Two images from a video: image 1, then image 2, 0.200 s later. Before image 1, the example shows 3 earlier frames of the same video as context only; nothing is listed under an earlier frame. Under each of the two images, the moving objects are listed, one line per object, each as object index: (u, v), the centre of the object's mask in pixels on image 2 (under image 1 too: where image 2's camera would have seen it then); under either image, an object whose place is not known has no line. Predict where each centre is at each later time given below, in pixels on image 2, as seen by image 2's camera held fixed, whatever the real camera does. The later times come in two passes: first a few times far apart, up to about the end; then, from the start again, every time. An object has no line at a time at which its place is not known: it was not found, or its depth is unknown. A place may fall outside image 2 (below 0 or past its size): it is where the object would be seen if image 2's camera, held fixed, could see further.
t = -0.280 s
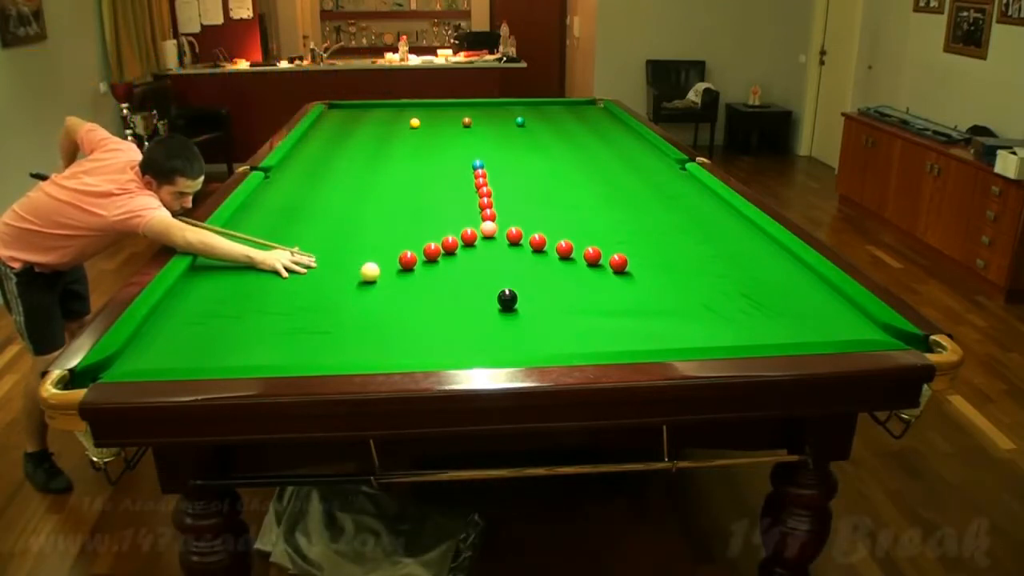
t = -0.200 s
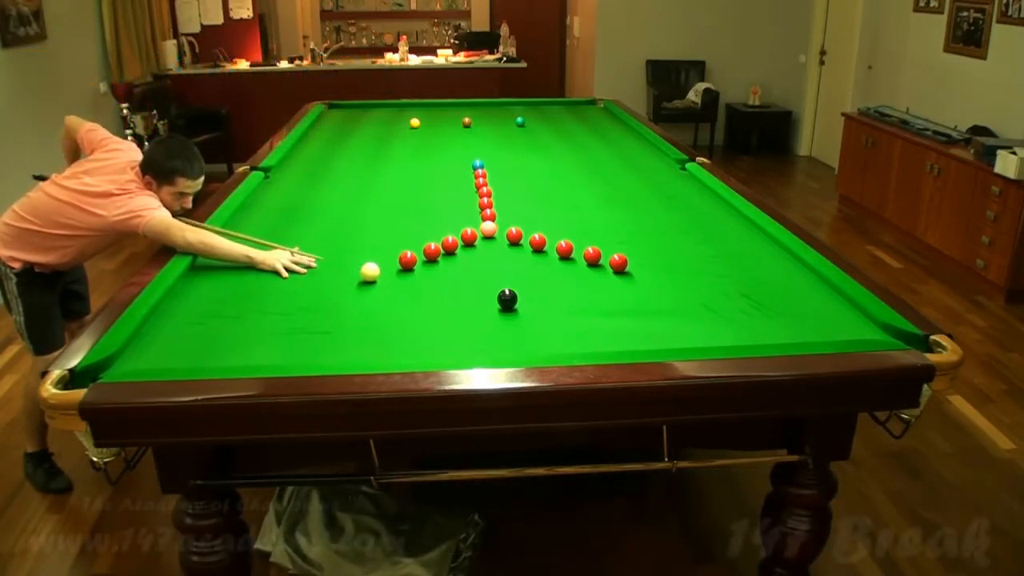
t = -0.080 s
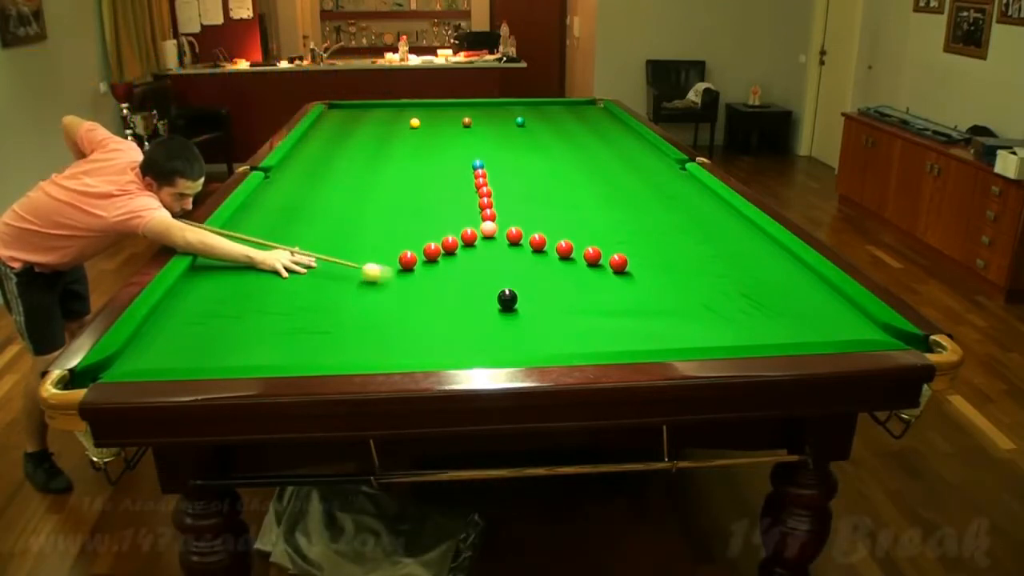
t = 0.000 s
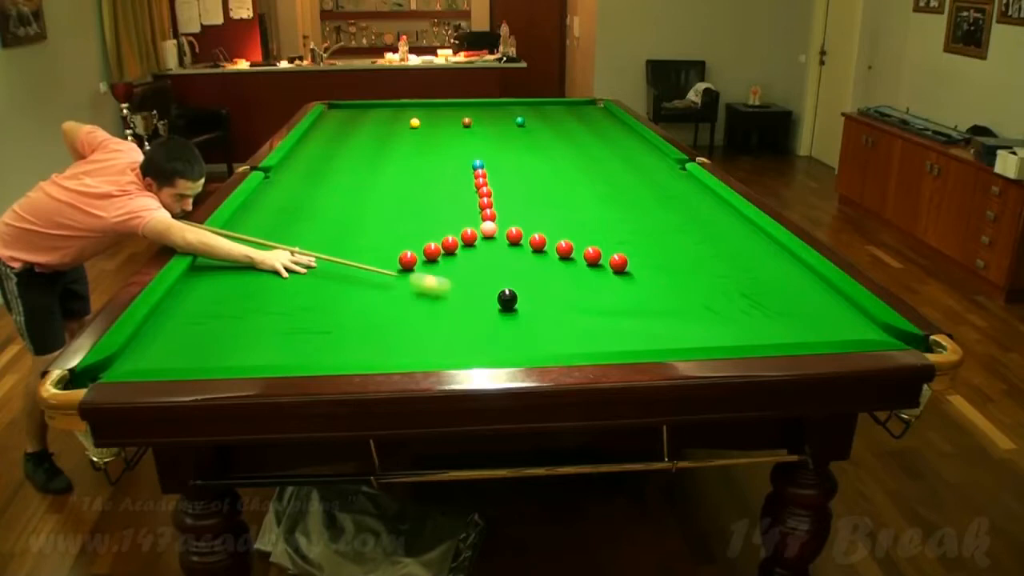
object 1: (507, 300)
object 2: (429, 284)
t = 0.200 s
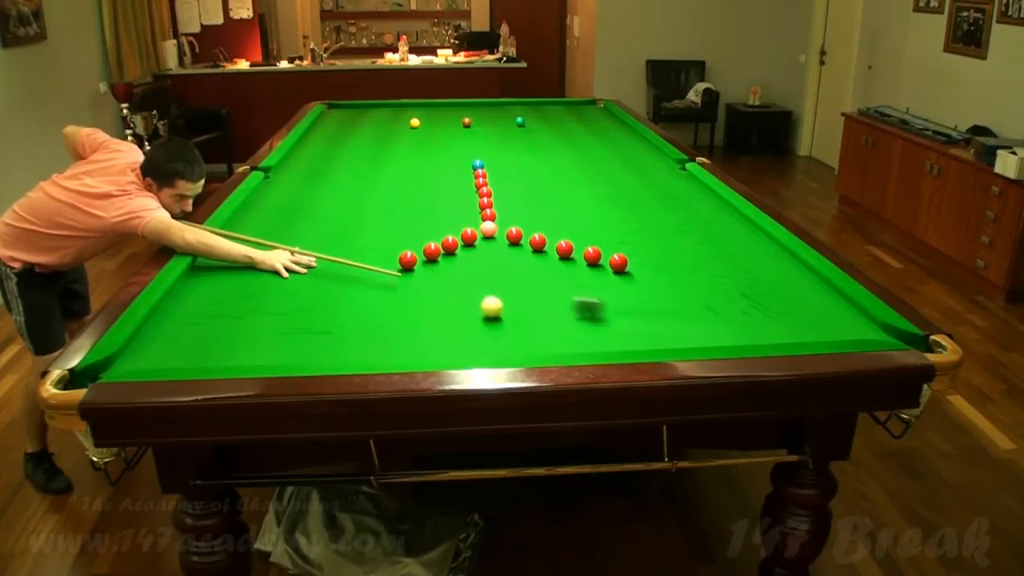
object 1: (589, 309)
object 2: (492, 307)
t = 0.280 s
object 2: (502, 315)
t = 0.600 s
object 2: (553, 344)
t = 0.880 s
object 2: (589, 332)
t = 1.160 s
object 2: (617, 313)
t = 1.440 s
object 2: (643, 296)
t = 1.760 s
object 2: (667, 281)
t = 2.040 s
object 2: (685, 269)
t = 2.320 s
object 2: (701, 259)
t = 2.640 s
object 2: (717, 249)
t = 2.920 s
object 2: (729, 242)
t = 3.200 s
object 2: (738, 236)
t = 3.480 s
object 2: (747, 230)
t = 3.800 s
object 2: (749, 226)
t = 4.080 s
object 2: (738, 223)
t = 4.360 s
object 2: (731, 220)
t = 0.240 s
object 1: (612, 311)
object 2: (496, 310)
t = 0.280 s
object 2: (502, 315)
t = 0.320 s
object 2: (508, 319)
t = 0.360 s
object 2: (514, 323)
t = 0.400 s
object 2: (520, 327)
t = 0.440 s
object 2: (527, 331)
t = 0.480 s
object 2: (533, 335)
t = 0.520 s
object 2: (540, 339)
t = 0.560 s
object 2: (546, 342)
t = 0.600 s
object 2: (553, 344)
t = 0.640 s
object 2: (559, 347)
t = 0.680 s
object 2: (565, 344)
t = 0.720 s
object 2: (570, 343)
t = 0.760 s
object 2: (575, 341)
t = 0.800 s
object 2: (579, 338)
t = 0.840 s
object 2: (584, 335)
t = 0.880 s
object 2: (589, 332)
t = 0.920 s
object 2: (593, 329)
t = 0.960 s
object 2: (597, 326)
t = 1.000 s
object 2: (602, 324)
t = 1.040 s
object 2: (606, 321)
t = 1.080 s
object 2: (610, 318)
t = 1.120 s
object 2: (614, 315)
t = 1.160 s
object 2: (617, 313)
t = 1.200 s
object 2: (622, 310)
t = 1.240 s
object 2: (625, 308)
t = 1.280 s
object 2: (629, 306)
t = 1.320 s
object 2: (632, 303)
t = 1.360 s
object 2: (636, 301)
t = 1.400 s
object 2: (639, 299)
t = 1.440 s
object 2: (643, 296)
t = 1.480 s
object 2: (646, 295)
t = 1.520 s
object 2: (649, 292)
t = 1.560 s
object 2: (652, 290)
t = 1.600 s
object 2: (655, 288)
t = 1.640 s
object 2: (658, 286)
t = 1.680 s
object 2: (661, 284)
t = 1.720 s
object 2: (664, 283)
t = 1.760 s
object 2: (667, 281)
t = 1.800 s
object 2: (669, 279)
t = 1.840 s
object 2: (672, 277)
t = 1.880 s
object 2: (675, 276)
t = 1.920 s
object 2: (677, 274)
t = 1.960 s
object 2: (680, 272)
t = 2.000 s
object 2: (682, 271)
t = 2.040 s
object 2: (685, 269)
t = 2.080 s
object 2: (687, 267)
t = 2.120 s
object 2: (690, 266)
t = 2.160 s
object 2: (692, 265)
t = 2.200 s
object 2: (694, 263)
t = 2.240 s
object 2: (697, 262)
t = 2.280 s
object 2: (699, 260)
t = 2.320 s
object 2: (701, 259)
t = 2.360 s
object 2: (703, 258)
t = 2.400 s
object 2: (705, 256)
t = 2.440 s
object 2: (707, 255)
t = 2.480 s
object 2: (709, 254)
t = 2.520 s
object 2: (711, 253)
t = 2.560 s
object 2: (713, 252)
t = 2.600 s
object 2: (715, 250)
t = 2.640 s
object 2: (717, 249)
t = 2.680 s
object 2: (718, 248)
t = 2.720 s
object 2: (720, 247)
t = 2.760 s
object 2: (722, 246)
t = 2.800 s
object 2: (724, 245)
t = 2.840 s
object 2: (725, 244)
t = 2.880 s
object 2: (727, 243)
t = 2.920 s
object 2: (729, 242)
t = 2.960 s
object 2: (730, 241)
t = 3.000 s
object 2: (732, 240)
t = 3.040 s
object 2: (733, 239)
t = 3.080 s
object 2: (734, 238)
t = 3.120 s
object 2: (735, 238)
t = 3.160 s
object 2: (737, 237)
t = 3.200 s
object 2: (738, 236)
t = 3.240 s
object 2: (740, 235)
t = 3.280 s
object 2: (741, 234)
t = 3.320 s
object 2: (742, 234)
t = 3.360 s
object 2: (744, 233)
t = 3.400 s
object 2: (745, 232)
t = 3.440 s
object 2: (746, 231)
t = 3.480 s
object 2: (747, 230)
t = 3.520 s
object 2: (748, 230)
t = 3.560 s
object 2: (749, 229)
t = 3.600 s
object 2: (750, 228)
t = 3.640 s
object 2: (752, 228)
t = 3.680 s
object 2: (753, 227)
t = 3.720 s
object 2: (752, 226)
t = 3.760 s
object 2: (751, 226)
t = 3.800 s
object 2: (749, 226)
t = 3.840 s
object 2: (747, 225)
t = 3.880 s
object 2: (746, 225)
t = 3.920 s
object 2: (744, 224)
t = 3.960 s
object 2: (743, 224)
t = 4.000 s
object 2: (741, 223)
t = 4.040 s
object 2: (740, 223)
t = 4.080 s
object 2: (738, 223)
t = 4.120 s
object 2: (737, 222)
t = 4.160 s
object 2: (736, 222)
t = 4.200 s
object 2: (735, 222)
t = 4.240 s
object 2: (734, 221)
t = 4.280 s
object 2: (733, 221)
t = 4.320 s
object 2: (732, 221)
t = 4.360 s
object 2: (731, 220)
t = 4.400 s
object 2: (730, 220)
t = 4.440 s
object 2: (729, 220)
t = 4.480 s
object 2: (728, 220)
